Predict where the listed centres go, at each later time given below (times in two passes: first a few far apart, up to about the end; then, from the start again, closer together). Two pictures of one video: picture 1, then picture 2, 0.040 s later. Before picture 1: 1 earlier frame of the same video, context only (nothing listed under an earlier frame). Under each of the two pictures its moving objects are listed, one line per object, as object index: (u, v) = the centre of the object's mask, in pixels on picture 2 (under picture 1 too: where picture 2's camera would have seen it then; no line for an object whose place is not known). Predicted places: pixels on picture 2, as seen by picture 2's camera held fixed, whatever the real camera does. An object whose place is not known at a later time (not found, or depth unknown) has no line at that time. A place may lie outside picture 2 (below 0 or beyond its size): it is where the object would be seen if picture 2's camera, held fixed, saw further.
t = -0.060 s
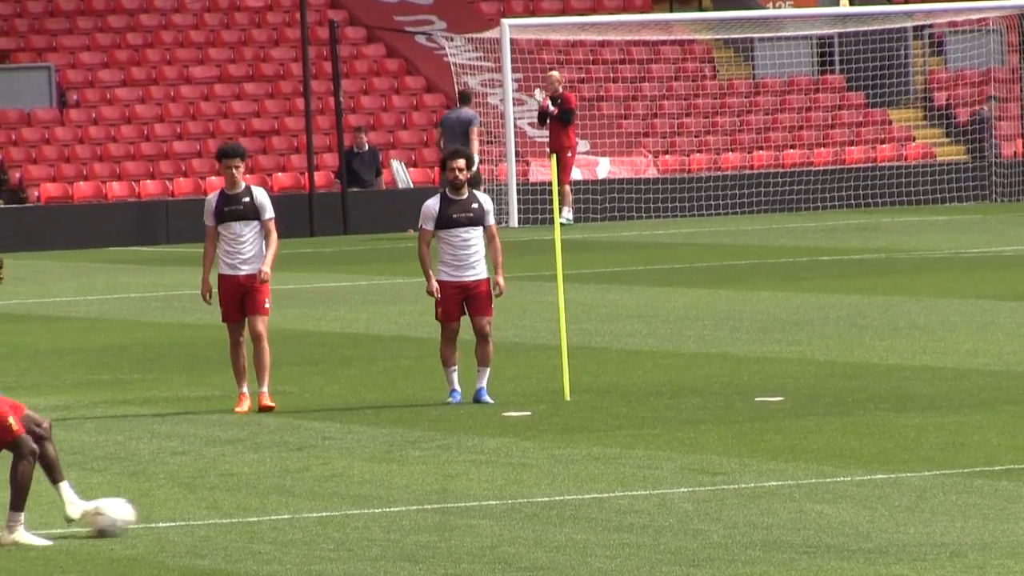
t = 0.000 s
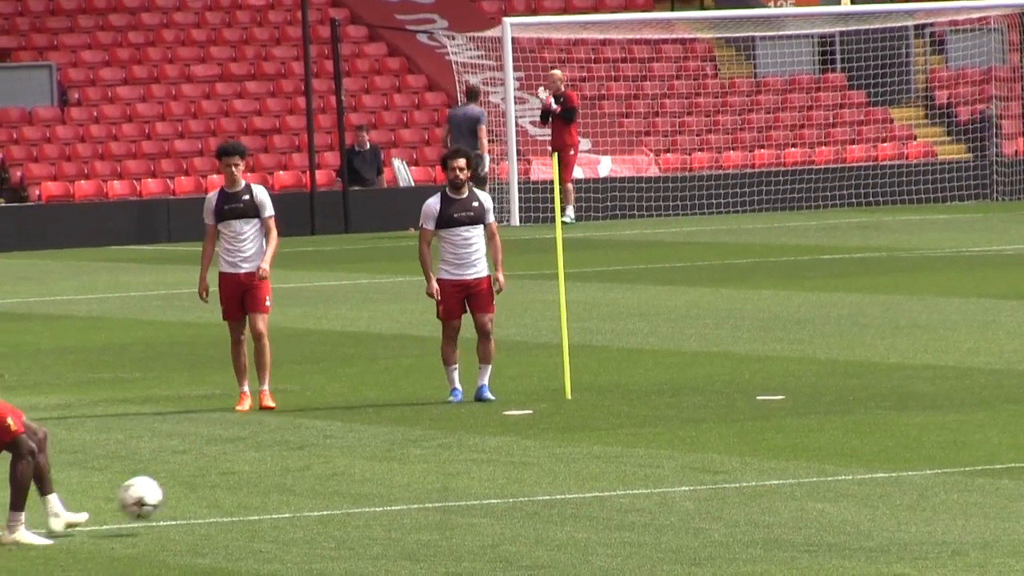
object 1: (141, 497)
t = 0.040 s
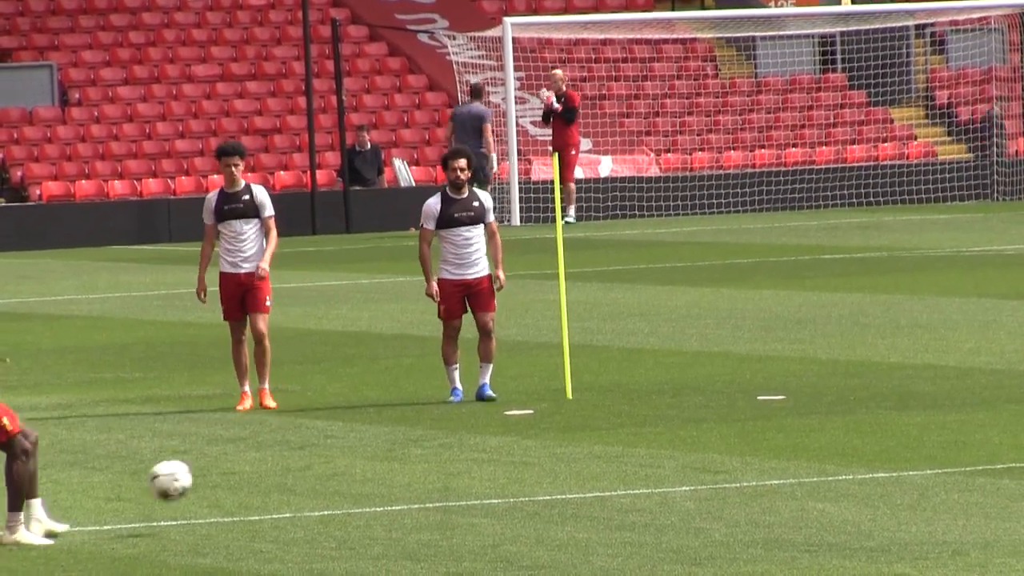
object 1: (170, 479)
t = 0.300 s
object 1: (366, 440)
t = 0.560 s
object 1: (565, 501)
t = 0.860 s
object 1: (757, 503)
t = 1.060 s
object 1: (883, 500)
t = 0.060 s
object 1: (185, 472)
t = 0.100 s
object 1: (214, 459)
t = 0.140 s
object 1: (244, 450)
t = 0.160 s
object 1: (260, 446)
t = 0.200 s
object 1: (290, 441)
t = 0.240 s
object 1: (320, 438)
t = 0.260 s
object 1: (336, 438)
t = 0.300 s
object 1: (366, 440)
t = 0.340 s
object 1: (397, 445)
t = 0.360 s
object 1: (412, 449)
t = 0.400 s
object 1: (444, 458)
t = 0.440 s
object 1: (475, 471)
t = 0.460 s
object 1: (490, 478)
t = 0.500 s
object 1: (522, 496)
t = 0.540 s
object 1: (552, 506)
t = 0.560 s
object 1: (565, 501)
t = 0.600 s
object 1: (591, 492)
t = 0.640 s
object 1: (616, 486)
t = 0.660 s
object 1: (629, 484)
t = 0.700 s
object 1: (654, 482)
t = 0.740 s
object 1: (681, 483)
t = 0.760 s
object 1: (693, 485)
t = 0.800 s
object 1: (719, 492)
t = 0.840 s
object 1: (744, 501)
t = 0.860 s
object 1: (757, 503)
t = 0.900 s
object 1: (783, 499)
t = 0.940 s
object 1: (808, 495)
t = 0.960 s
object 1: (820, 494)
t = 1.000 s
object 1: (844, 494)
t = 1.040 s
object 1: (869, 498)
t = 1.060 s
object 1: (883, 500)
